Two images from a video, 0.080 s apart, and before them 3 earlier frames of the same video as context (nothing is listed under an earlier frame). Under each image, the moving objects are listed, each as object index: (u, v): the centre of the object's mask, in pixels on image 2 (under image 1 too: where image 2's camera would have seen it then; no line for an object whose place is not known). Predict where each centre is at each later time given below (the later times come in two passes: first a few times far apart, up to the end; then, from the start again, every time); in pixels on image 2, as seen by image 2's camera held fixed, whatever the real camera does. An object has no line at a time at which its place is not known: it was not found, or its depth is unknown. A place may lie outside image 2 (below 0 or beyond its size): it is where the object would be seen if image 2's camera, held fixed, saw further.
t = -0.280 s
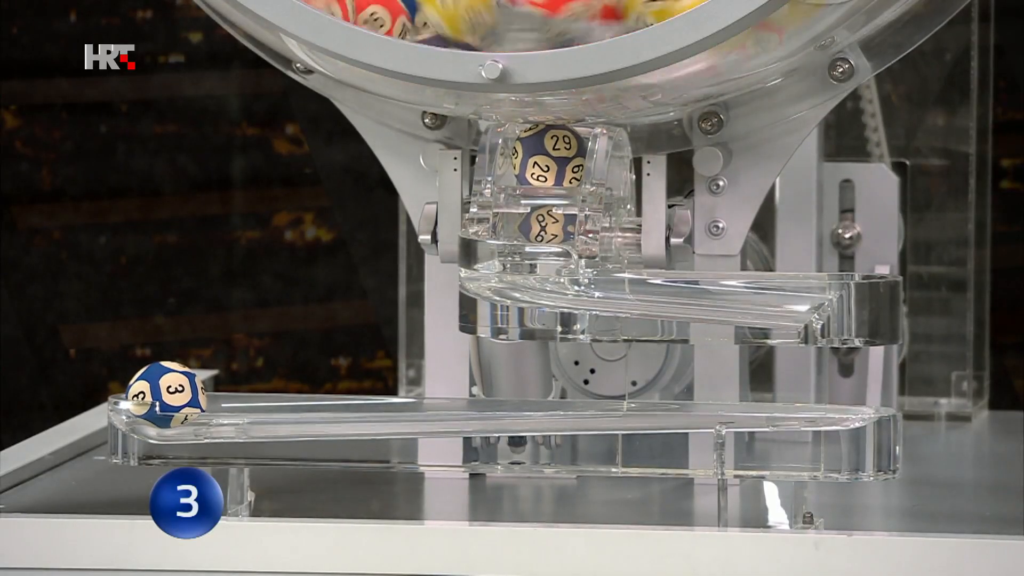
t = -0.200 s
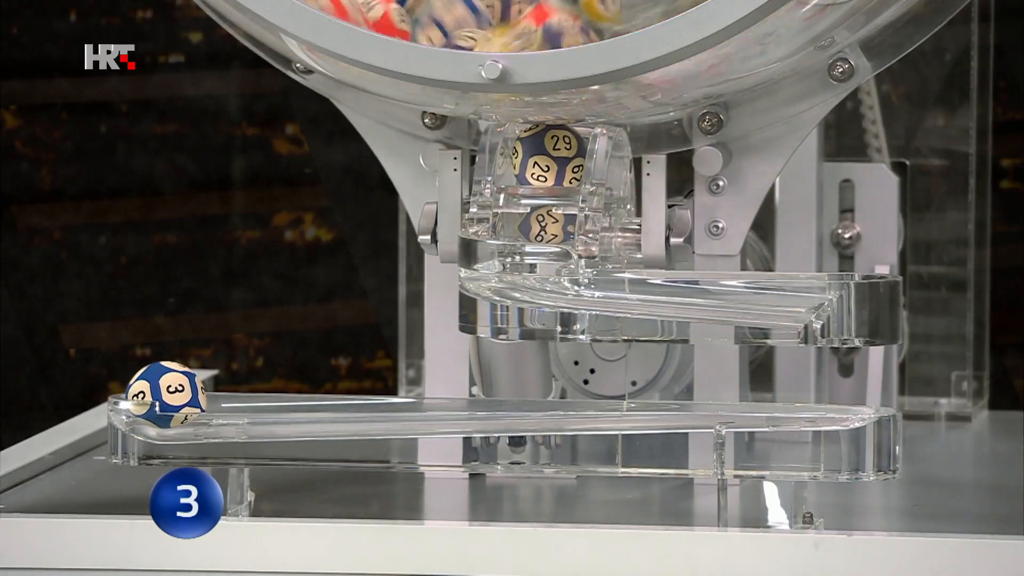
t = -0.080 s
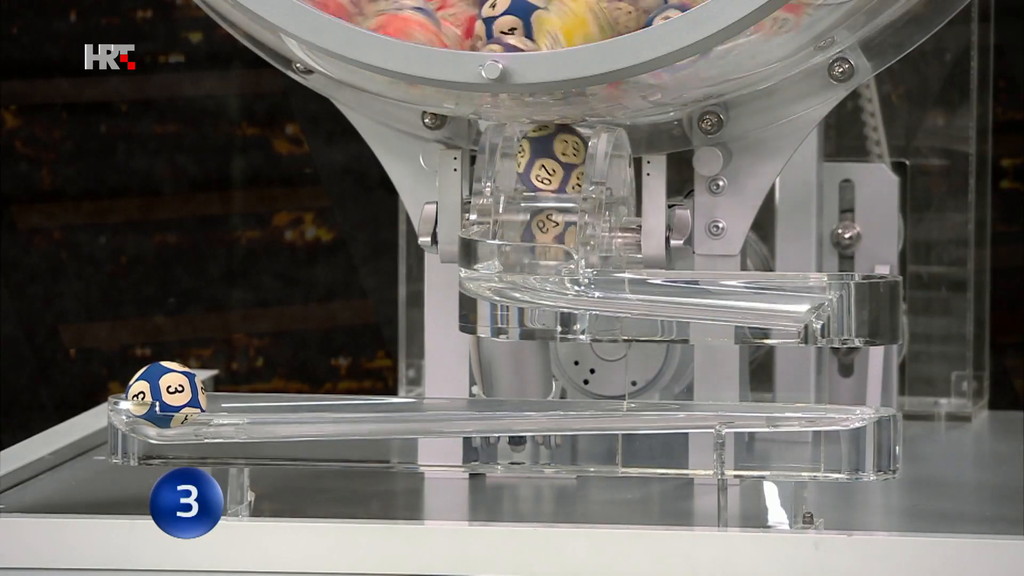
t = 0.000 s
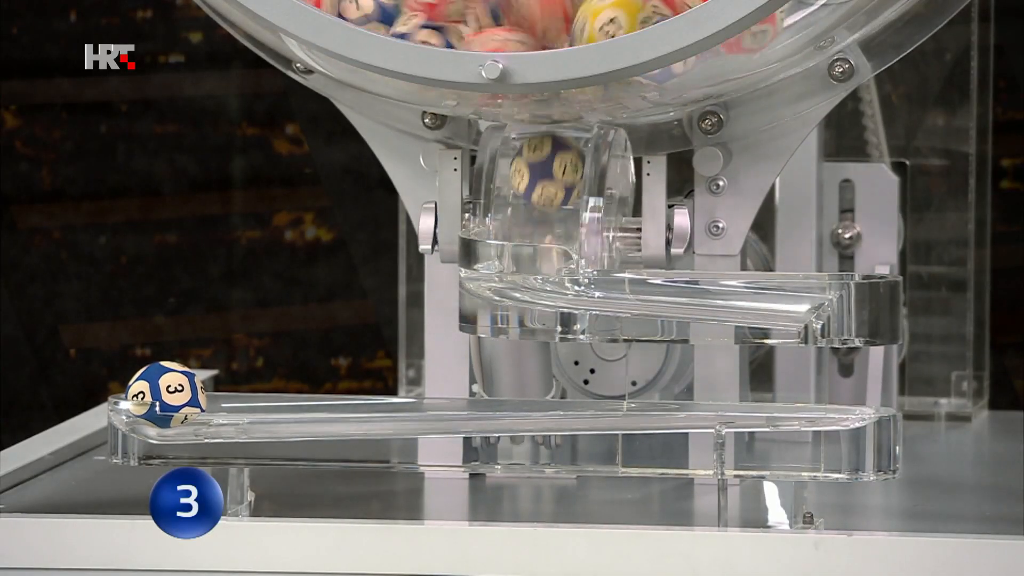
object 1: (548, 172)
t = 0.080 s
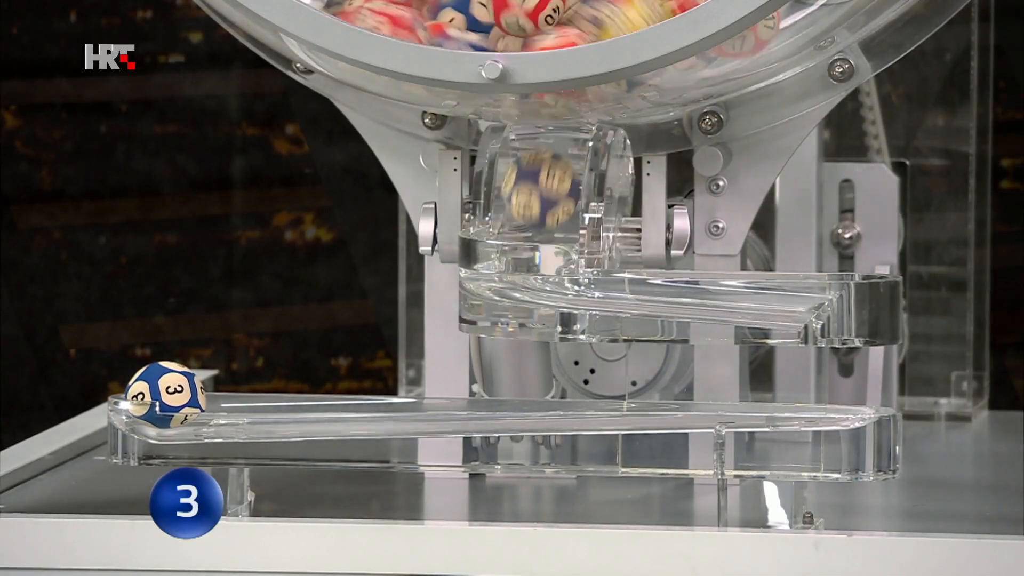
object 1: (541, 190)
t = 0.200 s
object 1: (521, 243)
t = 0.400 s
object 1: (621, 268)
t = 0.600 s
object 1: (833, 291)
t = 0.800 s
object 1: (846, 354)
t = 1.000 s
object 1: (811, 380)
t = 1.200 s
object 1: (804, 382)
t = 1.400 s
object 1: (780, 384)
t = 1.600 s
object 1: (747, 384)
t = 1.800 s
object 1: (701, 384)
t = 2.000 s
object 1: (639, 385)
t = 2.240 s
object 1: (545, 387)
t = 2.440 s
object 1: (450, 389)
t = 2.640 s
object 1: (339, 391)
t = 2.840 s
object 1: (250, 393)
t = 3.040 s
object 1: (276, 393)
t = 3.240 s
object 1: (287, 393)
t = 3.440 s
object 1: (286, 393)
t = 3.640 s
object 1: (273, 393)
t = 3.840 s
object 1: (247, 394)
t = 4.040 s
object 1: (249, 394)
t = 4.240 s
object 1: (247, 394)
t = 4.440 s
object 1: (248, 394)
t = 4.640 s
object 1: (246, 394)
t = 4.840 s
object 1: (245, 394)
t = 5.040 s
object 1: (246, 394)
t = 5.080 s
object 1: (246, 394)
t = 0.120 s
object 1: (537, 209)
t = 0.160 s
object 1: (532, 235)
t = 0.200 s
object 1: (521, 243)
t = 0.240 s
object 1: (516, 249)
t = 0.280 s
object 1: (520, 253)
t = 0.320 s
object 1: (542, 260)
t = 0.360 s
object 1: (579, 264)
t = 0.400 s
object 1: (621, 268)
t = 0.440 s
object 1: (659, 271)
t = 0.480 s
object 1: (701, 276)
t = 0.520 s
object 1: (744, 278)
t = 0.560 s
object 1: (788, 280)
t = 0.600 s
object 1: (833, 291)
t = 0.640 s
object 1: (841, 305)
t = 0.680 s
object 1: (850, 306)
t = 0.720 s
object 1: (843, 317)
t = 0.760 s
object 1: (848, 330)
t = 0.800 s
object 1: (846, 354)
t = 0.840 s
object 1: (841, 374)
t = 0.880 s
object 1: (841, 375)
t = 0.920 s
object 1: (830, 381)
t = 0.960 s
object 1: (814, 381)
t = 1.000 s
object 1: (811, 380)
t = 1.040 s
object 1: (812, 380)
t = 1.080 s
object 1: (811, 382)
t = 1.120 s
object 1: (808, 382)
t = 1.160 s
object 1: (805, 382)
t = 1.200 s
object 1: (804, 382)
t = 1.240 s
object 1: (799, 383)
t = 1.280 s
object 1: (794, 384)
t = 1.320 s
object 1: (791, 383)
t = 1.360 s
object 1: (786, 384)
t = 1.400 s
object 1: (780, 384)
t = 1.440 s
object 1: (775, 383)
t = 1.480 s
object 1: (769, 384)
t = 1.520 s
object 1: (762, 384)
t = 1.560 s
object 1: (755, 384)
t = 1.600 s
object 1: (747, 384)
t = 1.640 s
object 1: (740, 384)
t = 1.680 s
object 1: (731, 384)
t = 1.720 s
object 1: (722, 384)
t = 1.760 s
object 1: (713, 384)
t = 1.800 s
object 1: (701, 384)
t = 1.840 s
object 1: (690, 384)
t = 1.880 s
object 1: (679, 384)
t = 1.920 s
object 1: (666, 385)
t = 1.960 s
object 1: (653, 386)
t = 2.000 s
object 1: (639, 385)
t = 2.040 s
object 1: (625, 385)
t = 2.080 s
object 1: (610, 385)
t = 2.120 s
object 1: (594, 385)
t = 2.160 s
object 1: (578, 387)
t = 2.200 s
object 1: (562, 386)
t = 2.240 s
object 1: (545, 387)
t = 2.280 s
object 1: (528, 387)
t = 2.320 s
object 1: (510, 388)
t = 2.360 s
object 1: (491, 389)
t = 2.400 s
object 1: (471, 389)
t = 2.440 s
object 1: (450, 389)
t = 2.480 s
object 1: (429, 389)
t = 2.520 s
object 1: (407, 390)
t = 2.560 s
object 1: (385, 390)
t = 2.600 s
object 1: (363, 391)
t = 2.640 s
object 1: (339, 391)
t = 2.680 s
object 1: (316, 391)
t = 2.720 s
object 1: (291, 391)
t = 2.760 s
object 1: (266, 392)
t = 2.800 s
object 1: (243, 392)
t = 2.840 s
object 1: (250, 393)
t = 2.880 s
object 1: (256, 393)
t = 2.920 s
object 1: (262, 393)
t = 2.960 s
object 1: (267, 393)
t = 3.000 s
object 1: (272, 393)
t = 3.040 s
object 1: (276, 393)
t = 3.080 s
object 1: (279, 393)
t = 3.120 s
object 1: (281, 393)
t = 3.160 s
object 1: (283, 393)
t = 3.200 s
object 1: (285, 393)
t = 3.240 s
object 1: (287, 393)
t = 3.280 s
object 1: (288, 393)
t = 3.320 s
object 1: (288, 393)
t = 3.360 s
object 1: (288, 393)
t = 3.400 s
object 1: (287, 393)
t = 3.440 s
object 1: (286, 393)
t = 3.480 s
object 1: (284, 393)
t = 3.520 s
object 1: (282, 393)
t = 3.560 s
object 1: (280, 393)
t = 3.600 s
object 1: (277, 393)
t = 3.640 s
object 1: (273, 393)
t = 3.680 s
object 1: (269, 393)
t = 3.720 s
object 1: (264, 393)
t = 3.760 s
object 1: (259, 393)
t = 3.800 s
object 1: (253, 394)
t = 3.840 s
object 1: (247, 394)
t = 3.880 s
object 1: (247, 394)
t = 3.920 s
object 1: (246, 394)
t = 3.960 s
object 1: (246, 394)
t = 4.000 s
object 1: (248, 394)
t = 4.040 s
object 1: (249, 394)
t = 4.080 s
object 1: (249, 394)
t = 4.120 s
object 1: (249, 394)
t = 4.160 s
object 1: (249, 394)
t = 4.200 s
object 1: (248, 394)
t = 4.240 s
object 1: (247, 394)
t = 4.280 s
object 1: (247, 394)
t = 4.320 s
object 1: (248, 394)
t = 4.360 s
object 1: (248, 394)
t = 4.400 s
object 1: (248, 394)
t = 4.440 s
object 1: (248, 394)
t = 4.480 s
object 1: (247, 394)
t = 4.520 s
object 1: (246, 394)
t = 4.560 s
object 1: (245, 394)
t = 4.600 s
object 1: (245, 394)
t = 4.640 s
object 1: (246, 394)
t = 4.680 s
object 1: (246, 394)
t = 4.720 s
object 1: (247, 394)
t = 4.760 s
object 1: (247, 394)
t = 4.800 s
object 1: (246, 394)
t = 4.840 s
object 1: (245, 394)
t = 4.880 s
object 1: (244, 394)
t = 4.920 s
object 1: (244, 394)
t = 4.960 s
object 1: (245, 394)
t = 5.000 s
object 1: (245, 394)
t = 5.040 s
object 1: (246, 394)
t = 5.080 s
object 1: (246, 394)
